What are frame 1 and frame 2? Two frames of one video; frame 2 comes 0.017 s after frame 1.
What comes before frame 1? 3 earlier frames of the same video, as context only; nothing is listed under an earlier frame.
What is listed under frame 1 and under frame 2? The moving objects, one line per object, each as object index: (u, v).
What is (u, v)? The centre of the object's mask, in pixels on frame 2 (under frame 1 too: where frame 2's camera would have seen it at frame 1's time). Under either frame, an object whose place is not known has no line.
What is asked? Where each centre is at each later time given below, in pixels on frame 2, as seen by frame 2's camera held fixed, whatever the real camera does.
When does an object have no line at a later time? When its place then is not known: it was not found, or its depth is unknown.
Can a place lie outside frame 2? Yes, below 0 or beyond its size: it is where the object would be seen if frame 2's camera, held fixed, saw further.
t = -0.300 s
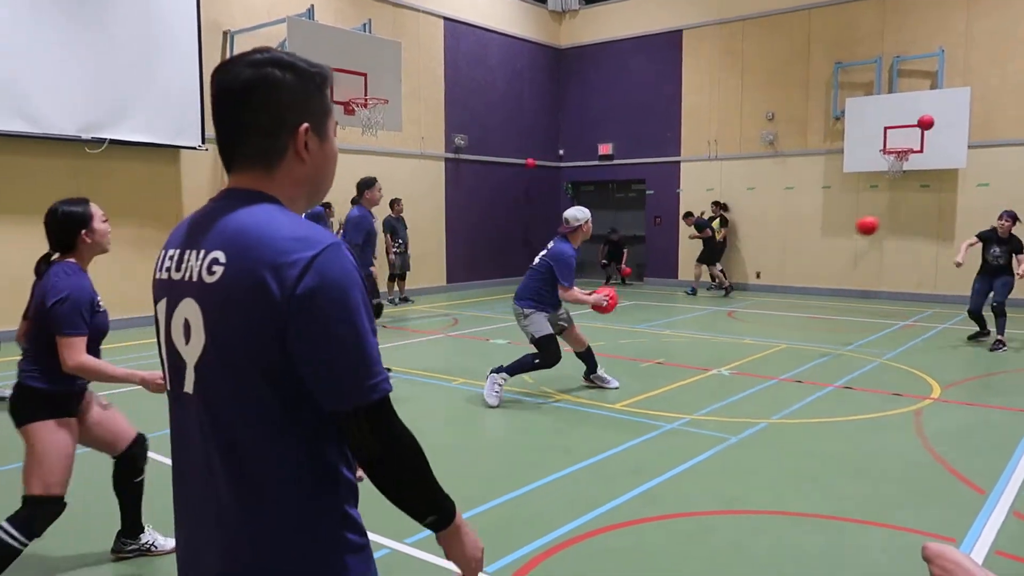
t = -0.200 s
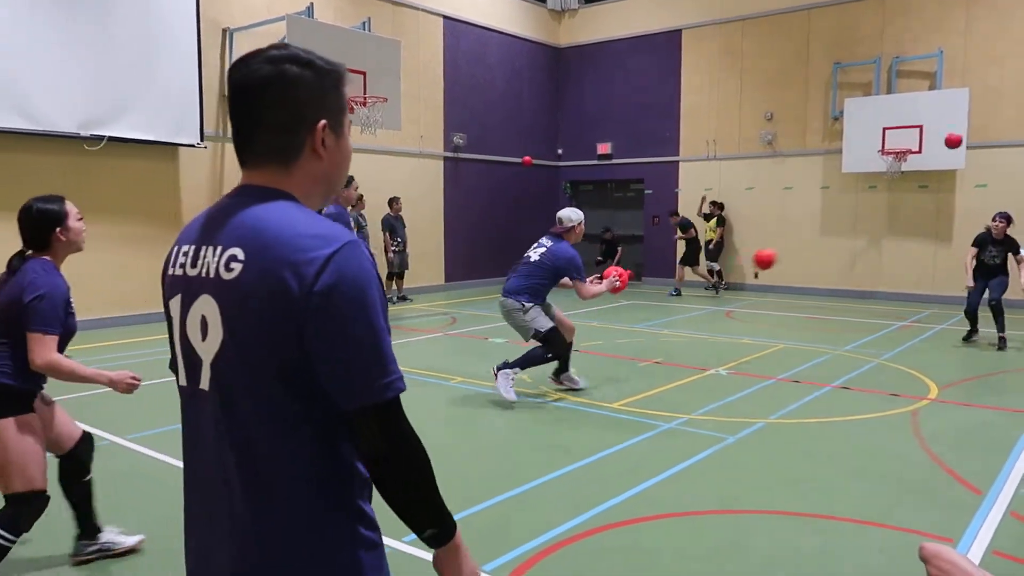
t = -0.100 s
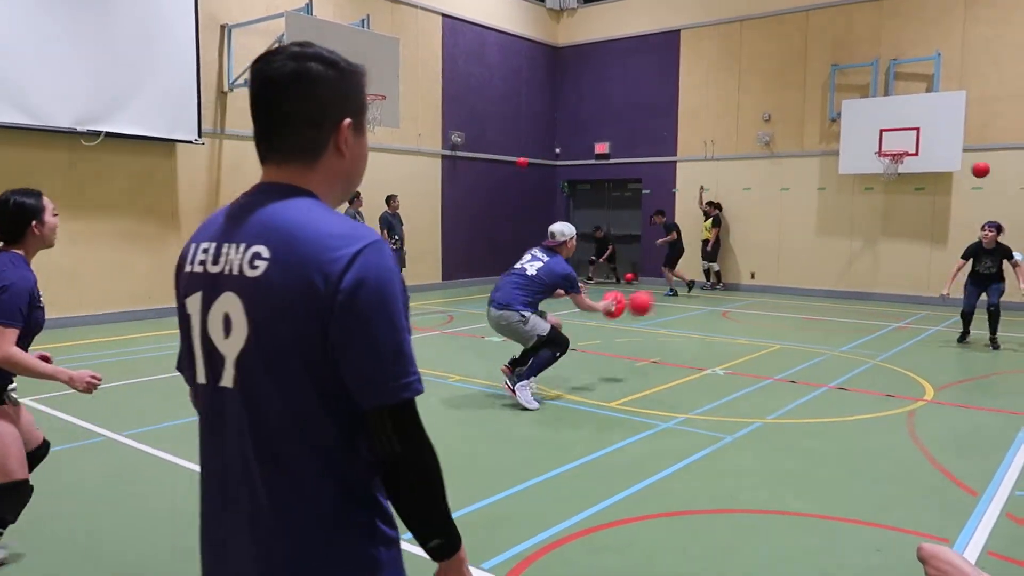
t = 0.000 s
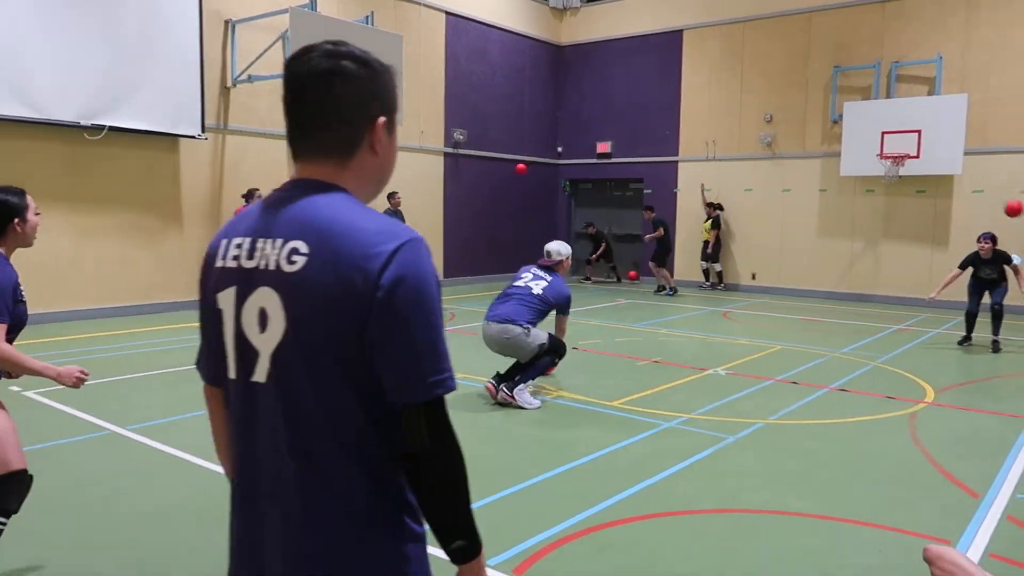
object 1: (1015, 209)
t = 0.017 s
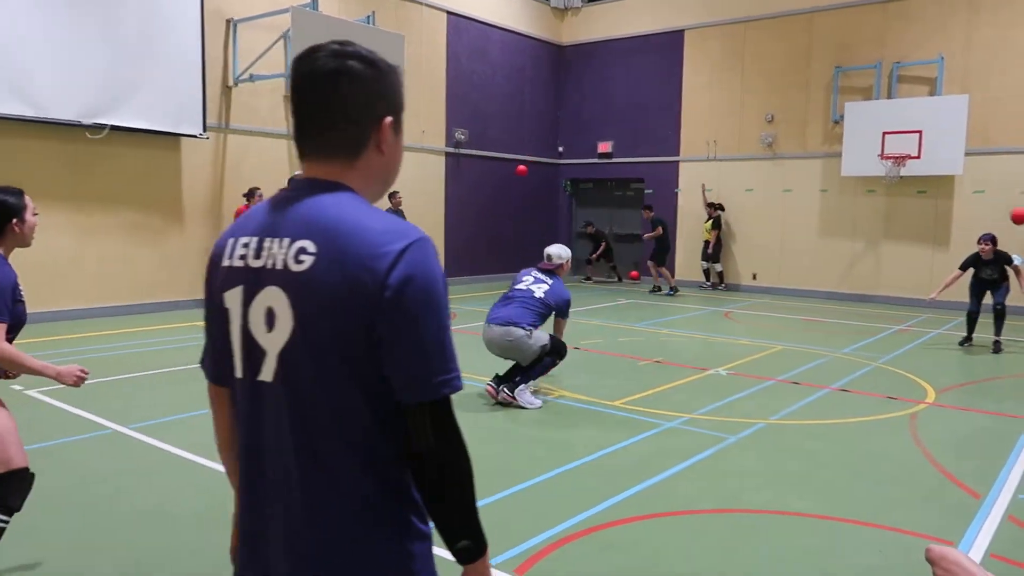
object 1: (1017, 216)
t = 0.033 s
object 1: (1019, 223)
